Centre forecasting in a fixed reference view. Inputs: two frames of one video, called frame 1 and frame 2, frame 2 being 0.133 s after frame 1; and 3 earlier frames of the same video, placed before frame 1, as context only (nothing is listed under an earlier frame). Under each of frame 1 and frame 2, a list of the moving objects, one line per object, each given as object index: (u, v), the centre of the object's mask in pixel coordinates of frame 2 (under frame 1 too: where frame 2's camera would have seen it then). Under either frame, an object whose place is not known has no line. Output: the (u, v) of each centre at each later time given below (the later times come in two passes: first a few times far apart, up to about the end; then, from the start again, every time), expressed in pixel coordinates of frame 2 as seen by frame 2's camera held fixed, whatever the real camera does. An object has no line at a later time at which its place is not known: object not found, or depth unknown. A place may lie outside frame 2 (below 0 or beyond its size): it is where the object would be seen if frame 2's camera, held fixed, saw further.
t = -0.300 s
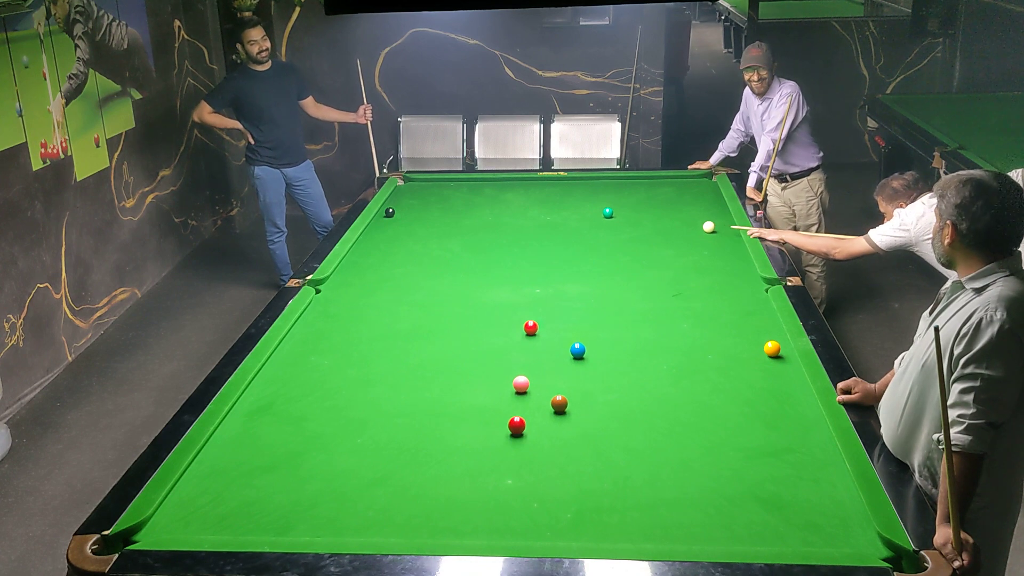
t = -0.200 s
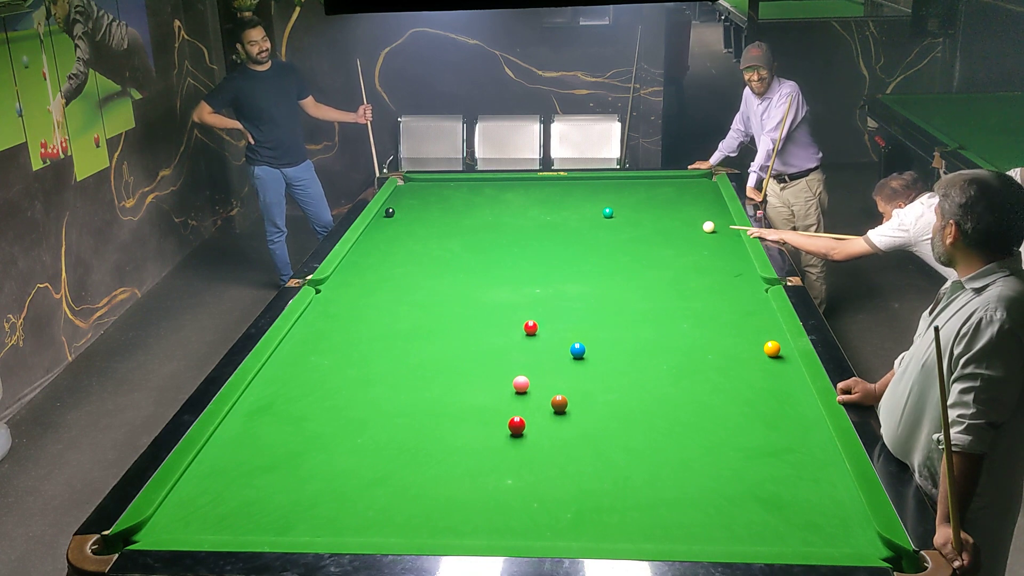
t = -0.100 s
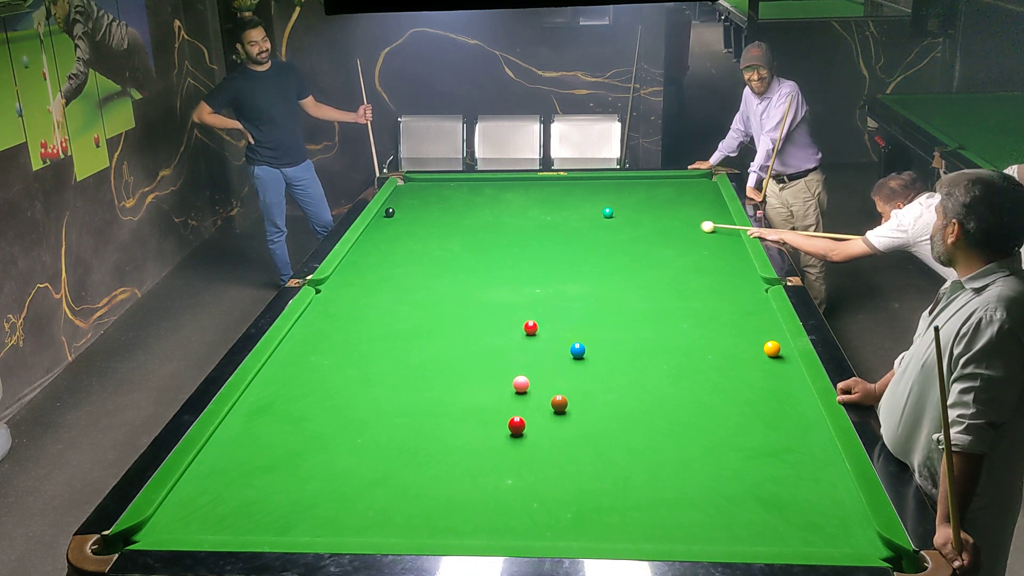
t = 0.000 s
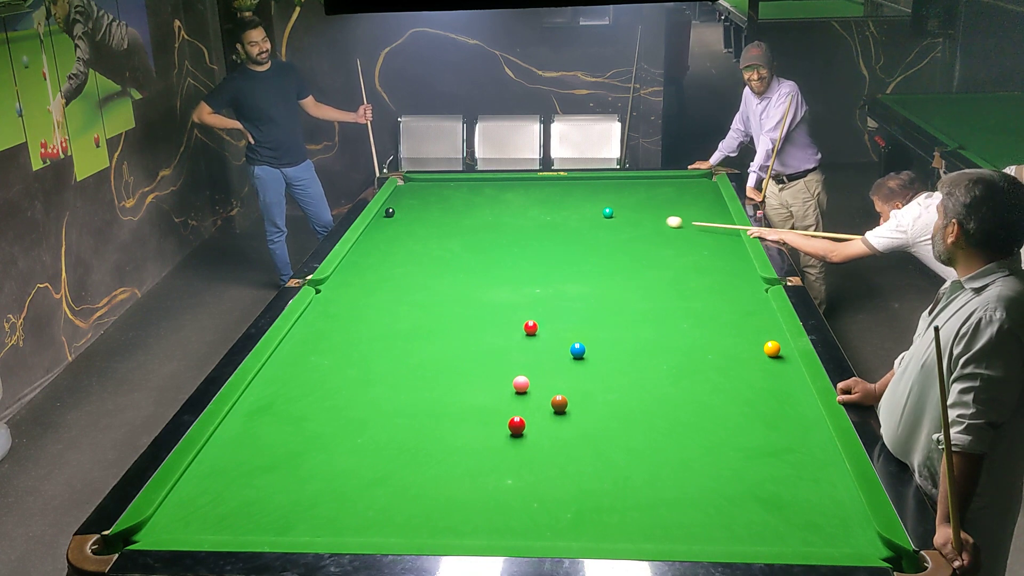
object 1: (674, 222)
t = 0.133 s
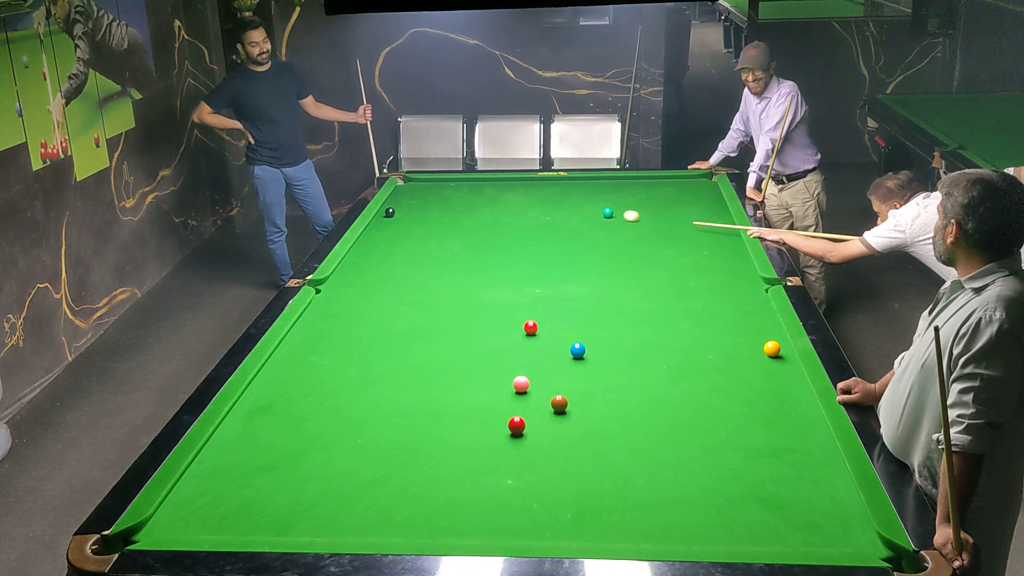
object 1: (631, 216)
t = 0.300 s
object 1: (611, 214)
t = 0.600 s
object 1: (585, 211)
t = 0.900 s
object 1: (561, 209)
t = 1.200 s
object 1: (541, 207)
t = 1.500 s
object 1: (523, 206)
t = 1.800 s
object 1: (507, 204)
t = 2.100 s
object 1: (494, 203)
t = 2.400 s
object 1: (482, 202)
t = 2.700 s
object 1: (473, 201)
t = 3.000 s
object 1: (466, 201)
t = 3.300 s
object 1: (460, 200)
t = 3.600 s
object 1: (456, 200)
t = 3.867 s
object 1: (455, 200)
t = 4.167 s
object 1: (454, 200)
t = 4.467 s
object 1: (455, 200)
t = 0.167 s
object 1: (621, 215)
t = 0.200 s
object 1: (616, 214)
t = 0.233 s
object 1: (615, 214)
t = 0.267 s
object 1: (613, 214)
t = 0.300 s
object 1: (611, 214)
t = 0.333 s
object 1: (608, 214)
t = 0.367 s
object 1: (605, 213)
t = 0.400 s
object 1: (602, 213)
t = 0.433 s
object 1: (599, 213)
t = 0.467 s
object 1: (596, 213)
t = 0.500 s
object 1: (593, 212)
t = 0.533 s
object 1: (590, 212)
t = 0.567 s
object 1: (587, 212)
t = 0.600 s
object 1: (585, 211)
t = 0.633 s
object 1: (582, 211)
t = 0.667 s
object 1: (579, 211)
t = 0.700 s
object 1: (577, 211)
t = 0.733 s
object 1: (574, 210)
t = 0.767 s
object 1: (571, 210)
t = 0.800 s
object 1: (569, 210)
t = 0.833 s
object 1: (566, 210)
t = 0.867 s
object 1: (564, 210)
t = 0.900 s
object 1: (561, 209)
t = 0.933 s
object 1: (559, 209)
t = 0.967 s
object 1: (557, 209)
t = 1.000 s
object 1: (554, 209)
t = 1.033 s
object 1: (552, 208)
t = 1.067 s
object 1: (550, 208)
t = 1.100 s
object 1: (547, 208)
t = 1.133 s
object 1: (545, 208)
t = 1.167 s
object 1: (543, 208)
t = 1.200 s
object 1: (541, 207)
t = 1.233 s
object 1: (539, 207)
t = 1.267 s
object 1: (537, 207)
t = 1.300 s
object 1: (534, 207)
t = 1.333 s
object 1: (533, 207)
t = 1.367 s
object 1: (530, 206)
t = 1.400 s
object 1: (528, 206)
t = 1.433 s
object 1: (527, 206)
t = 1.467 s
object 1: (525, 206)
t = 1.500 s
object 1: (523, 206)
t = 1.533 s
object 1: (521, 206)
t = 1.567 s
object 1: (519, 205)
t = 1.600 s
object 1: (517, 205)
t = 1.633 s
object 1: (516, 205)
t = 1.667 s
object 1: (514, 205)
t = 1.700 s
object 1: (512, 205)
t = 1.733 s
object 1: (510, 205)
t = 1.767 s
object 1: (509, 205)
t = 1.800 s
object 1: (507, 204)
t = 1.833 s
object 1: (505, 204)
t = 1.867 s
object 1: (504, 204)
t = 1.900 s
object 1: (502, 204)
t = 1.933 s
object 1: (501, 204)
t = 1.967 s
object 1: (499, 204)
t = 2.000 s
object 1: (498, 204)
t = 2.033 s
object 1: (496, 203)
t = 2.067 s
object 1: (495, 203)
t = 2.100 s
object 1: (494, 203)
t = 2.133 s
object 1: (492, 203)
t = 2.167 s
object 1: (491, 203)
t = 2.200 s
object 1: (489, 203)
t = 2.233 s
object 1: (488, 203)
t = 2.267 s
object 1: (487, 203)
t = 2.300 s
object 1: (486, 203)
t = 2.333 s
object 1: (484, 202)
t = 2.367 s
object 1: (483, 202)
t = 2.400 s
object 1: (482, 202)
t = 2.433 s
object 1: (481, 202)
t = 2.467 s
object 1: (480, 202)
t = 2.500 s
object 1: (479, 202)
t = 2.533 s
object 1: (478, 202)
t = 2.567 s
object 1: (477, 202)
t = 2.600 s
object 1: (476, 202)
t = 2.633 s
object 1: (475, 201)
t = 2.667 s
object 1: (474, 201)
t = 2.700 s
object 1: (473, 201)
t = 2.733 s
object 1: (472, 201)
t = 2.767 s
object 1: (471, 201)
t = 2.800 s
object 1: (470, 201)
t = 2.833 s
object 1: (470, 201)
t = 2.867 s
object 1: (469, 201)
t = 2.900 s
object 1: (468, 201)
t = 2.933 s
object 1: (467, 201)
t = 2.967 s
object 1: (466, 201)
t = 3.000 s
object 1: (466, 201)
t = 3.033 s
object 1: (465, 201)
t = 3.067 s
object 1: (464, 201)
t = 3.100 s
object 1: (463, 201)
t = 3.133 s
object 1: (463, 201)
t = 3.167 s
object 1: (462, 201)
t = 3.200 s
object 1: (462, 201)
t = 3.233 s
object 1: (461, 201)
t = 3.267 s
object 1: (460, 201)
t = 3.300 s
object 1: (460, 200)
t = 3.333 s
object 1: (459, 200)
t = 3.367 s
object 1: (459, 201)
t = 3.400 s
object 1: (458, 200)
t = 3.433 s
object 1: (458, 201)
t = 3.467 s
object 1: (458, 200)
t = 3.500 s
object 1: (457, 200)
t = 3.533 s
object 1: (457, 200)
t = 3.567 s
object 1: (456, 200)
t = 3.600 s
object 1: (456, 200)
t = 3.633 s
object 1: (456, 200)
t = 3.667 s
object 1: (456, 200)
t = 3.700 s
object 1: (455, 200)
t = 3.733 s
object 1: (455, 200)
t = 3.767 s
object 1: (455, 200)
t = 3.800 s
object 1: (455, 200)
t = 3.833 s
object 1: (455, 200)
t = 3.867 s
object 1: (455, 200)
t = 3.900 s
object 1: (455, 200)
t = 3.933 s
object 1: (454, 200)
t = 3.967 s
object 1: (454, 200)
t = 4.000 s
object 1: (454, 200)
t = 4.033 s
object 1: (454, 200)
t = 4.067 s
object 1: (454, 200)
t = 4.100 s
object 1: (454, 200)
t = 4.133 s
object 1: (454, 200)
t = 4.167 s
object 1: (454, 200)
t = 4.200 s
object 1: (454, 200)
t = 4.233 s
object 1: (455, 200)
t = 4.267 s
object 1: (454, 200)
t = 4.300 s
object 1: (454, 200)
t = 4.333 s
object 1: (455, 200)
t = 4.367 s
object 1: (455, 200)
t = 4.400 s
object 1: (454, 200)
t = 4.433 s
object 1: (454, 200)
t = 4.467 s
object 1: (455, 200)
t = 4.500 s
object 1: (454, 200)
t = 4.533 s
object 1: (454, 200)
